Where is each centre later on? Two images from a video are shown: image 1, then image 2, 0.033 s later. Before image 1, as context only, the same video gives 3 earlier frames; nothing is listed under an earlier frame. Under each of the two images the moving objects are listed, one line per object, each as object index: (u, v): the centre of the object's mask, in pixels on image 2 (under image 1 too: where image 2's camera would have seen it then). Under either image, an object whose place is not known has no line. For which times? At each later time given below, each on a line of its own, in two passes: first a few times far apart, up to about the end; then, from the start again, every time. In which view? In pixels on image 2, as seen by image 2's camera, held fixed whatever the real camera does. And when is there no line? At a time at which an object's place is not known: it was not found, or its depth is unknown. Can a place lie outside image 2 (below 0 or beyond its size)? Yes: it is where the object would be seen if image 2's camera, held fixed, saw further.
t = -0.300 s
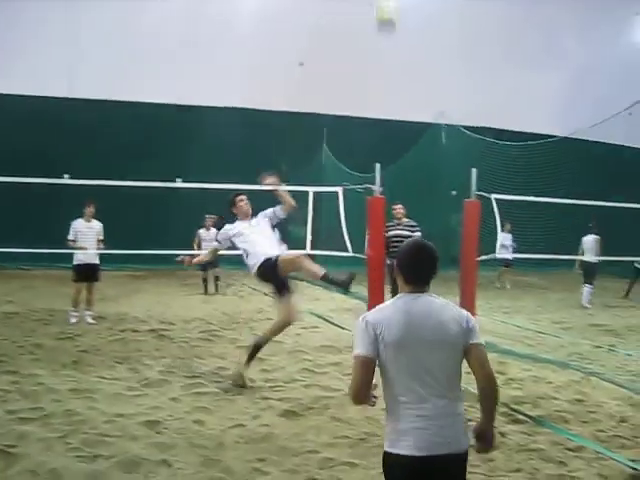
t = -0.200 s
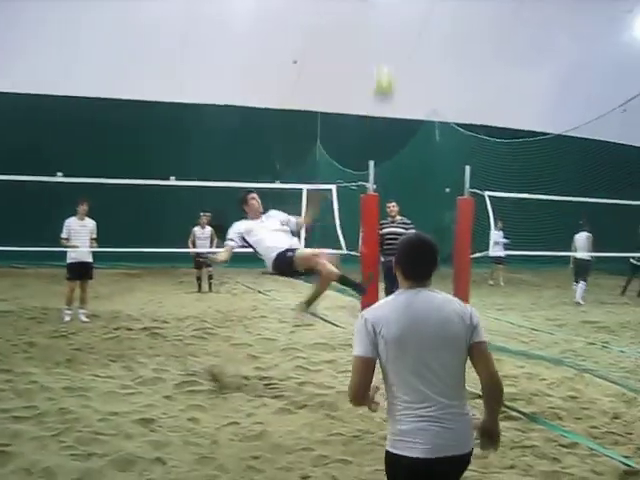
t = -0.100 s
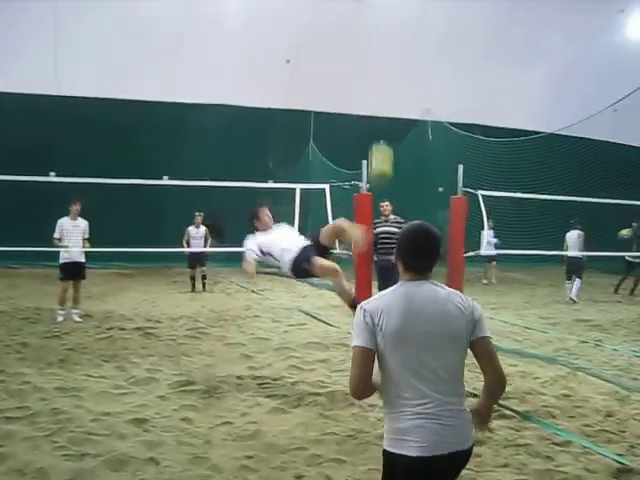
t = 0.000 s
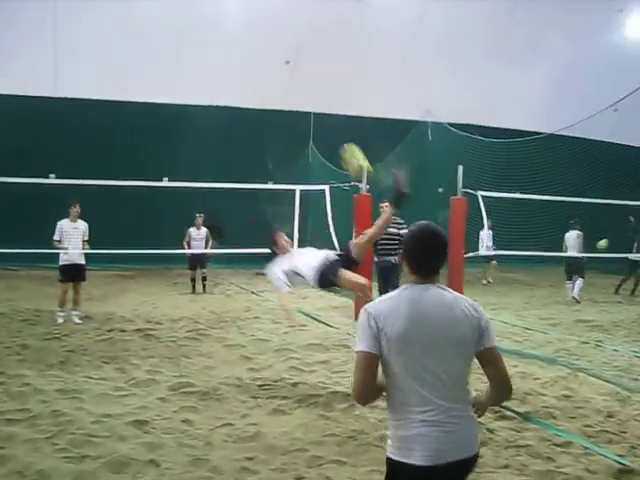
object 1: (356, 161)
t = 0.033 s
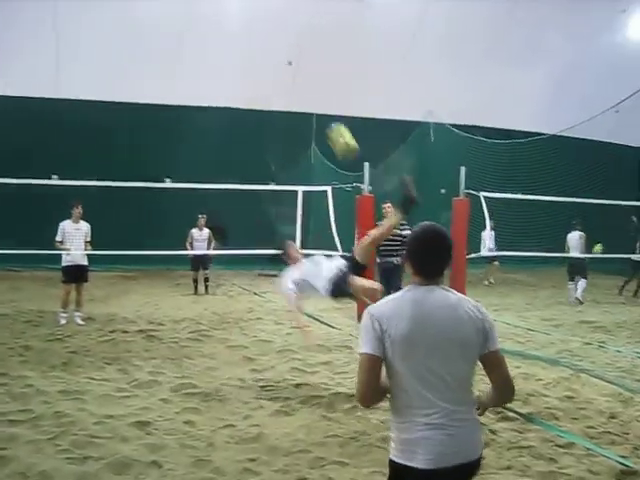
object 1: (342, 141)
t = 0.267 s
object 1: (252, 31)
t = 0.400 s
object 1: (204, 4)
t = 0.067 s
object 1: (328, 122)
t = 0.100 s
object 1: (313, 99)
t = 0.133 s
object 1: (300, 83)
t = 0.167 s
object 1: (286, 69)
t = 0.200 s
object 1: (275, 55)
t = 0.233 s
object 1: (263, 43)
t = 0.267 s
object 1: (252, 31)
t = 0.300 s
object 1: (240, 24)
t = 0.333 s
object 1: (226, 14)
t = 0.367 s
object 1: (215, 9)
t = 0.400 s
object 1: (204, 4)
